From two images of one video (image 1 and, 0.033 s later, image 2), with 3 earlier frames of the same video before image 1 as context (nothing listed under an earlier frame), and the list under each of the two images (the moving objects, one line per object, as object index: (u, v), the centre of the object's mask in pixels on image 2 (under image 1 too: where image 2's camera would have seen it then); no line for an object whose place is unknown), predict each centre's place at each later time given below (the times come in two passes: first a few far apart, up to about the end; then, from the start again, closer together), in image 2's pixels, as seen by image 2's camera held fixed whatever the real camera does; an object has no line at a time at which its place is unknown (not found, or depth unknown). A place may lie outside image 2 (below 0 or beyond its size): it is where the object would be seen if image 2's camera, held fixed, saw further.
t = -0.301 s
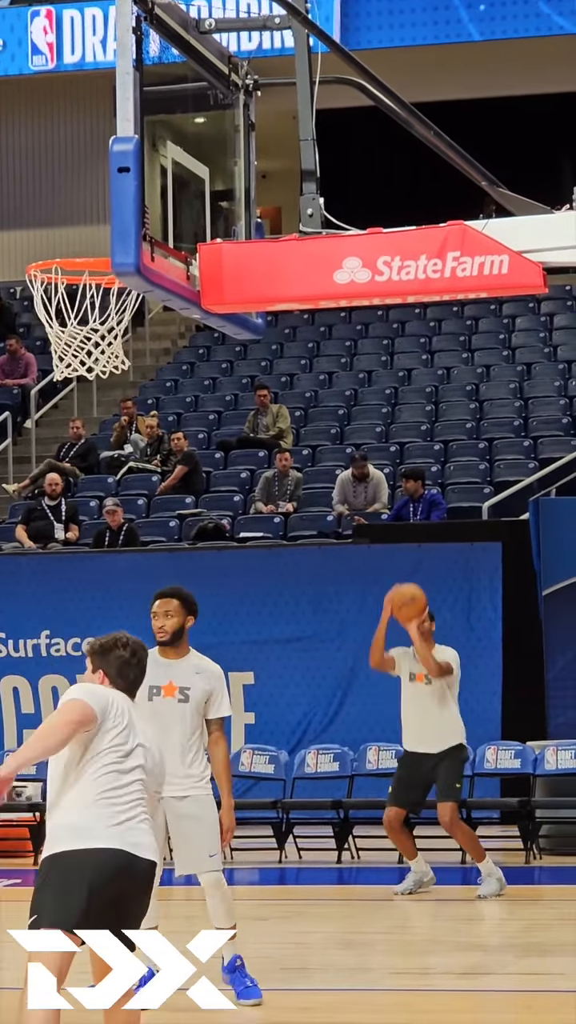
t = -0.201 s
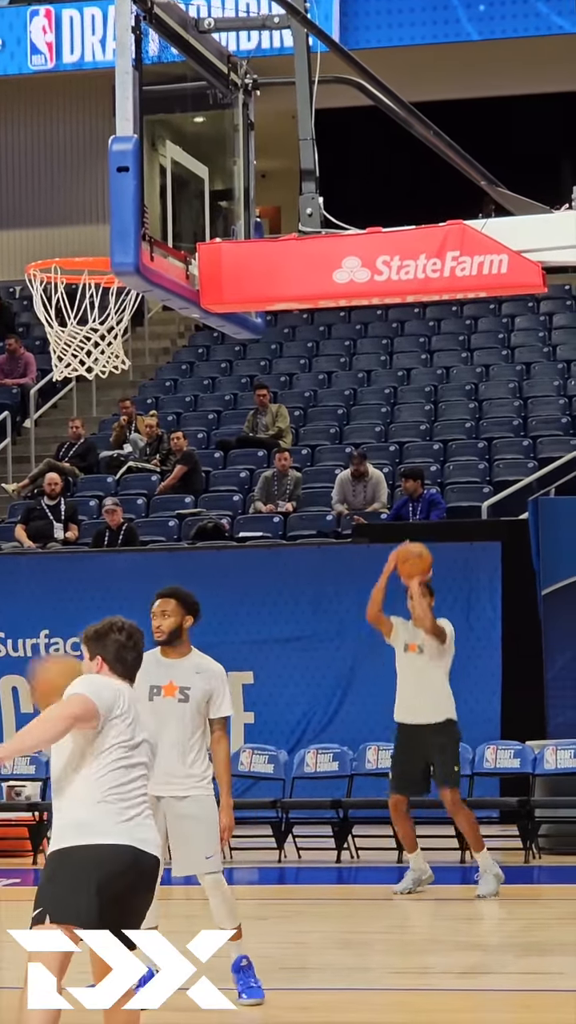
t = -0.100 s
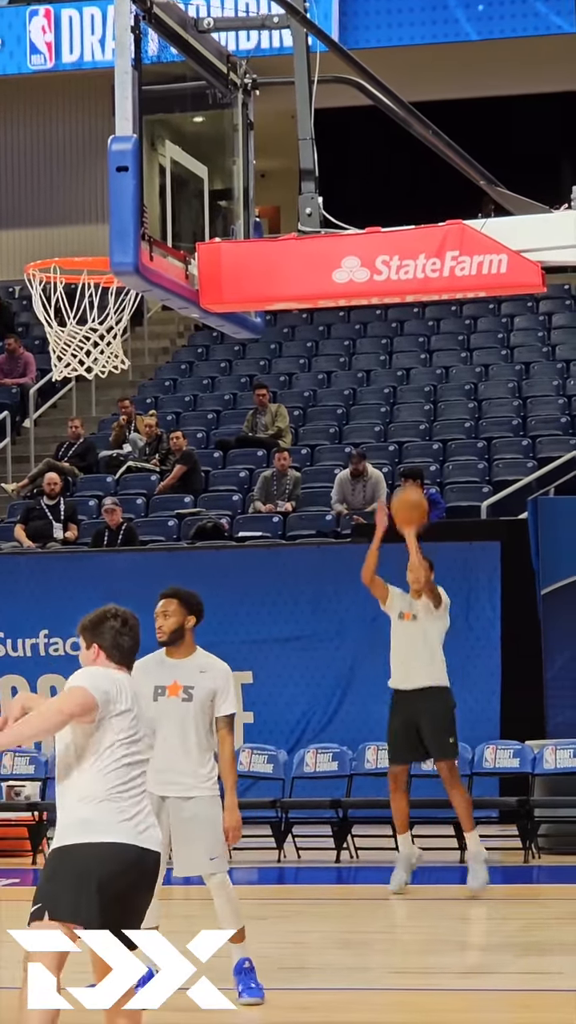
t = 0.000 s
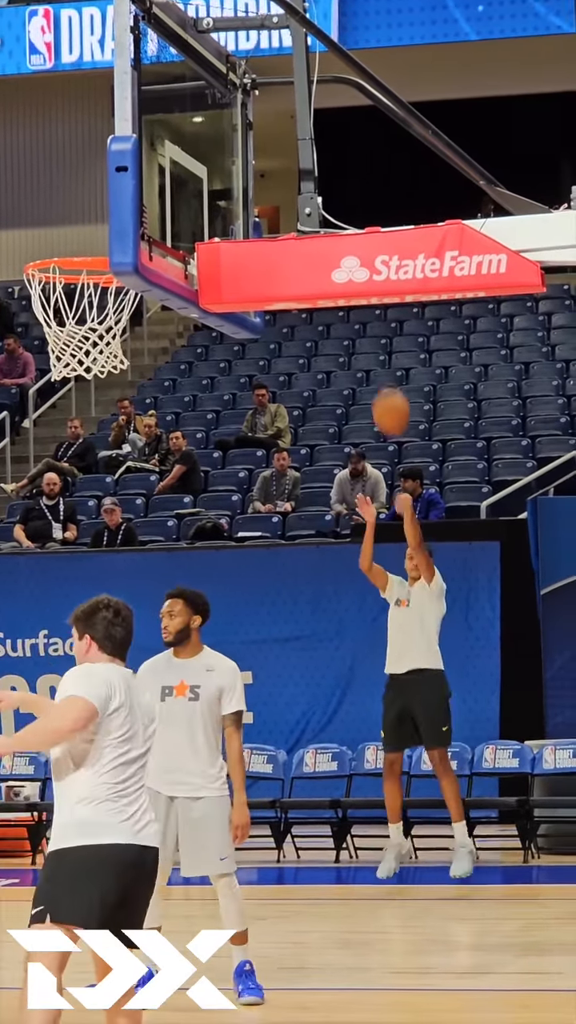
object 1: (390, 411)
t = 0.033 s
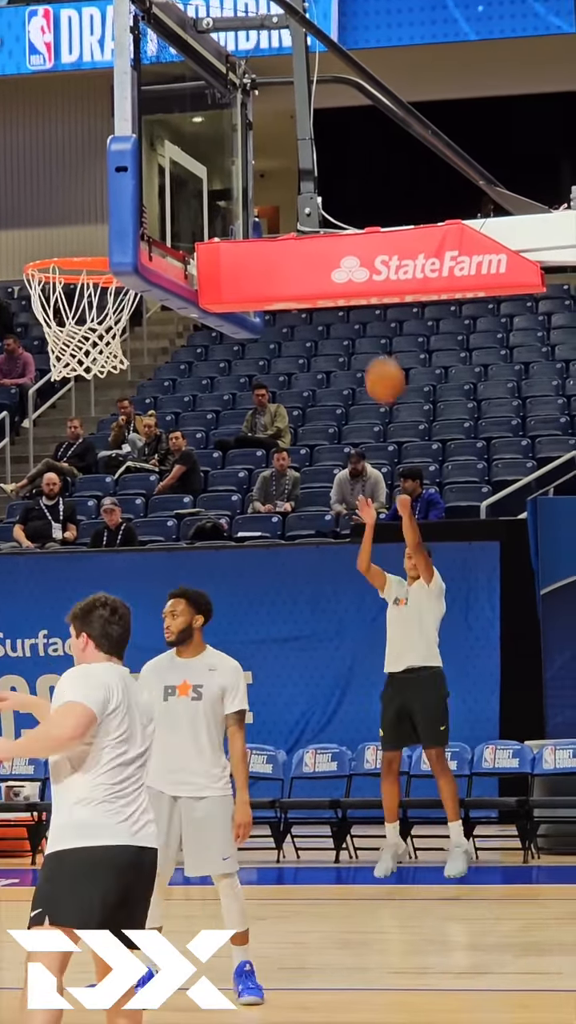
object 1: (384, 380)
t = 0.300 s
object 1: (331, 173)
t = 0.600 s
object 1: (254, 53)
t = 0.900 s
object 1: (163, 112)
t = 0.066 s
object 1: (377, 349)
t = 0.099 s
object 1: (370, 323)
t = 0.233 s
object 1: (342, 212)
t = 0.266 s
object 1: (337, 193)
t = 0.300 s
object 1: (331, 173)
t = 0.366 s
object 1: (322, 133)
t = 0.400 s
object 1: (288, 117)
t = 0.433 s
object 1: (283, 105)
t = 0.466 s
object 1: (280, 91)
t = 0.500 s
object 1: (275, 77)
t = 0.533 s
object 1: (270, 63)
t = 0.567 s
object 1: (262, 58)
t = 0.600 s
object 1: (254, 53)
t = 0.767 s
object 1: (192, 75)
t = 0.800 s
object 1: (186, 79)
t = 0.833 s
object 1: (179, 85)
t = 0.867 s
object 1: (172, 95)
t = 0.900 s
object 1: (163, 112)
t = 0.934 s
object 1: (157, 129)
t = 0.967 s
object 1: (152, 153)
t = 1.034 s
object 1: (94, 213)
